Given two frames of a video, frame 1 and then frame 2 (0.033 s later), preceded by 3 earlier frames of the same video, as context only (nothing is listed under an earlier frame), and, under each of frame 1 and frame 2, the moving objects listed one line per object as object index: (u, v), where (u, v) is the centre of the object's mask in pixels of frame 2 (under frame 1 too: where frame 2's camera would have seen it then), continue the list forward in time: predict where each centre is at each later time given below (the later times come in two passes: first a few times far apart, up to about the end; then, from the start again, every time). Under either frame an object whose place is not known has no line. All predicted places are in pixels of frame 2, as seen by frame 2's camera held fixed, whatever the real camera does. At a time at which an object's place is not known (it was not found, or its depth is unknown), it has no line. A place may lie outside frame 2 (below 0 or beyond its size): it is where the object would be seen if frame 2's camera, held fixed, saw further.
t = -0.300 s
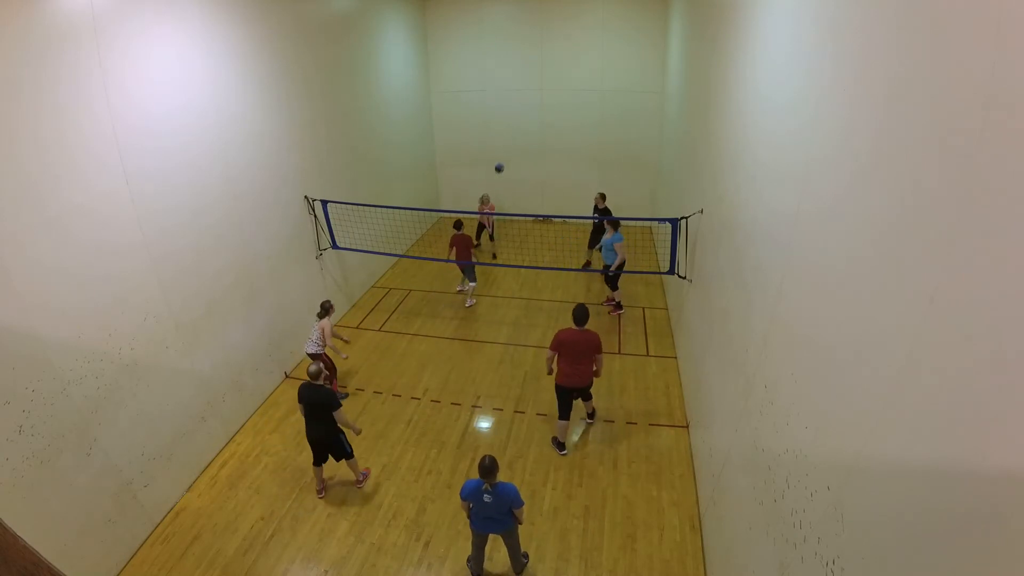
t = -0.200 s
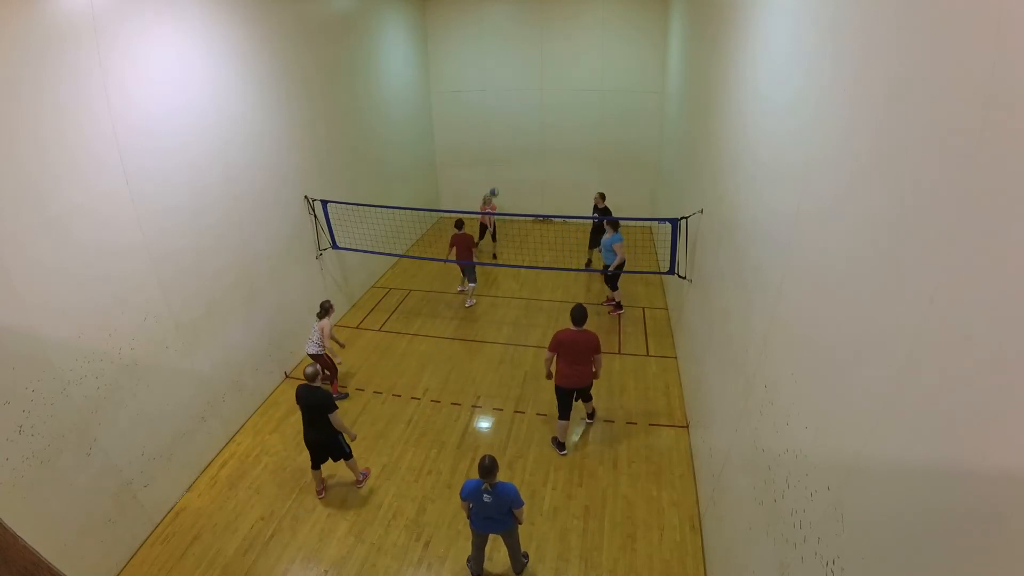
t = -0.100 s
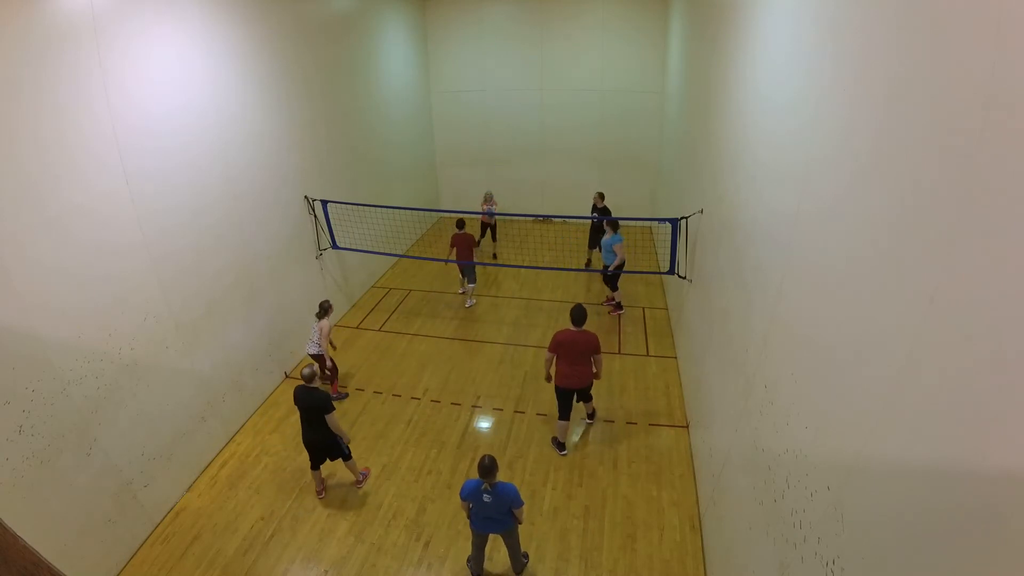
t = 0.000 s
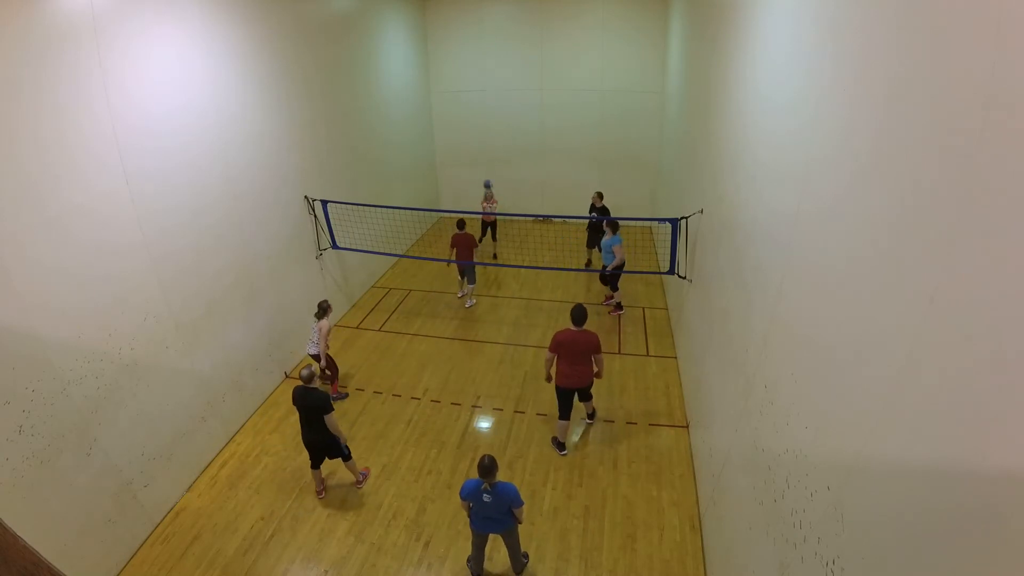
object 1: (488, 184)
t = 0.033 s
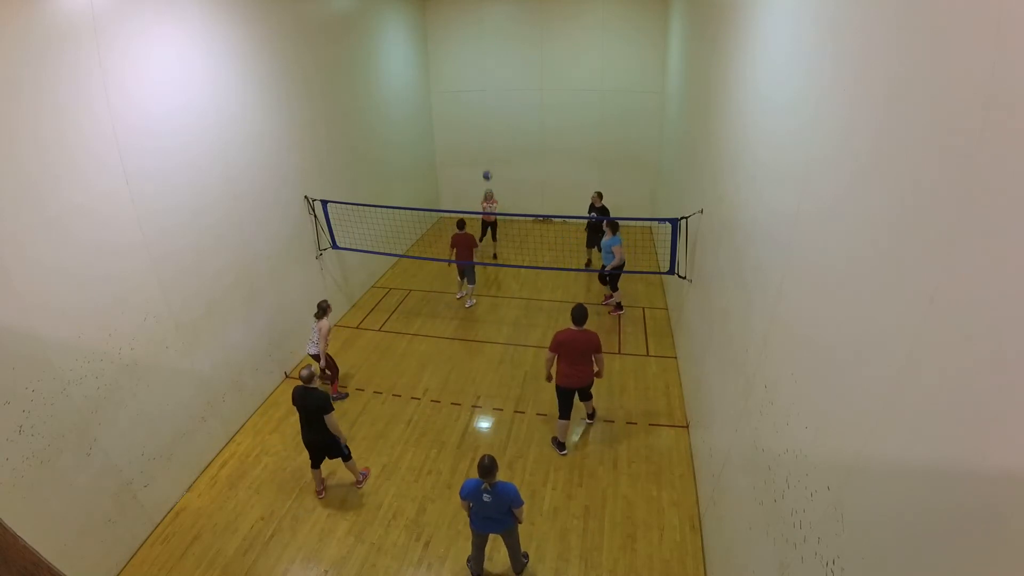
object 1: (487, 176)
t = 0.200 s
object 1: (485, 134)
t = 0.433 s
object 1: (483, 95)
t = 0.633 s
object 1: (481, 84)
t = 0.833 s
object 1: (480, 97)
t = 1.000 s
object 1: (481, 131)
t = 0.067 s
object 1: (486, 167)
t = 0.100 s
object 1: (486, 158)
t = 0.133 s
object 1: (486, 150)
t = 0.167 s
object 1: (485, 142)
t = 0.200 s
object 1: (485, 134)
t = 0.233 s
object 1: (485, 127)
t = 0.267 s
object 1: (484, 121)
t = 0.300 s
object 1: (484, 115)
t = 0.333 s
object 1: (484, 109)
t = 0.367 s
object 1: (483, 104)
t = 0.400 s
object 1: (483, 99)
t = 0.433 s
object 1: (483, 95)
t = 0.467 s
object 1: (482, 92)
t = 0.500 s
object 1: (482, 89)
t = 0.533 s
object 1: (482, 86)
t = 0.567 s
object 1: (481, 85)
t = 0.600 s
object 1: (481, 84)
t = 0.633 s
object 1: (481, 84)
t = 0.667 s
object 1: (481, 84)
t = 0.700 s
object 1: (481, 85)
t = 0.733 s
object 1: (481, 87)
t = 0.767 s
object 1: (481, 89)
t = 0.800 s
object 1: (480, 93)
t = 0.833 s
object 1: (480, 97)
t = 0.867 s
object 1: (480, 102)
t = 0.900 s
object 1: (480, 108)
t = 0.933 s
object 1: (481, 114)
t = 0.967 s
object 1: (481, 122)
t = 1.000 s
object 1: (481, 131)
